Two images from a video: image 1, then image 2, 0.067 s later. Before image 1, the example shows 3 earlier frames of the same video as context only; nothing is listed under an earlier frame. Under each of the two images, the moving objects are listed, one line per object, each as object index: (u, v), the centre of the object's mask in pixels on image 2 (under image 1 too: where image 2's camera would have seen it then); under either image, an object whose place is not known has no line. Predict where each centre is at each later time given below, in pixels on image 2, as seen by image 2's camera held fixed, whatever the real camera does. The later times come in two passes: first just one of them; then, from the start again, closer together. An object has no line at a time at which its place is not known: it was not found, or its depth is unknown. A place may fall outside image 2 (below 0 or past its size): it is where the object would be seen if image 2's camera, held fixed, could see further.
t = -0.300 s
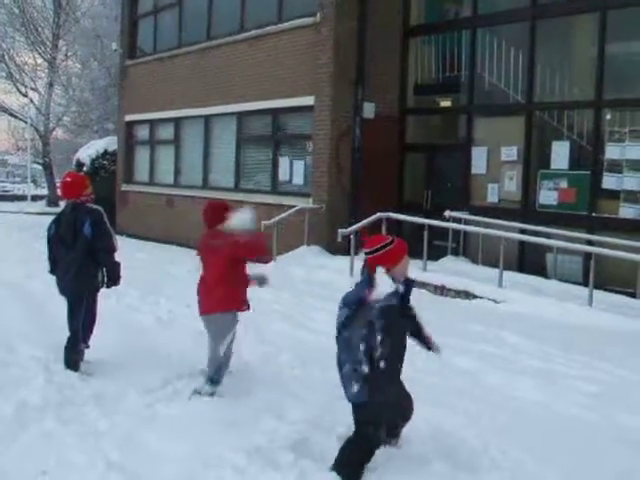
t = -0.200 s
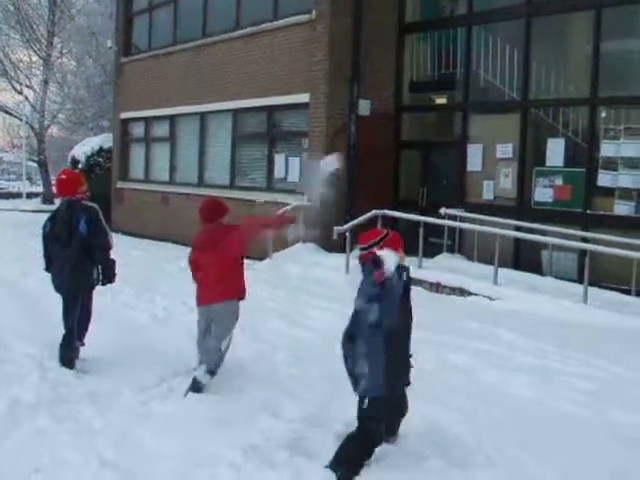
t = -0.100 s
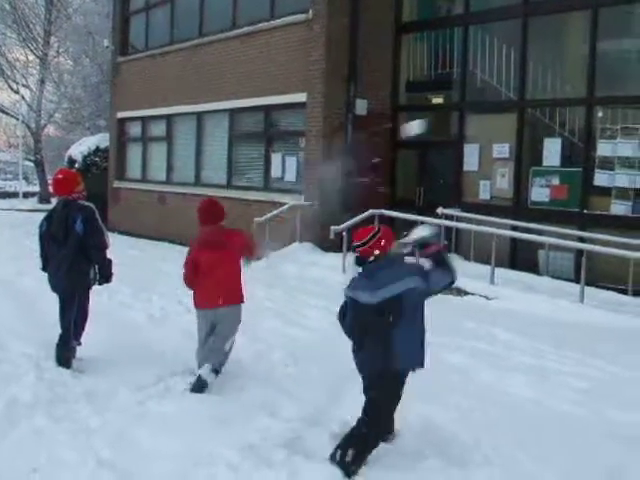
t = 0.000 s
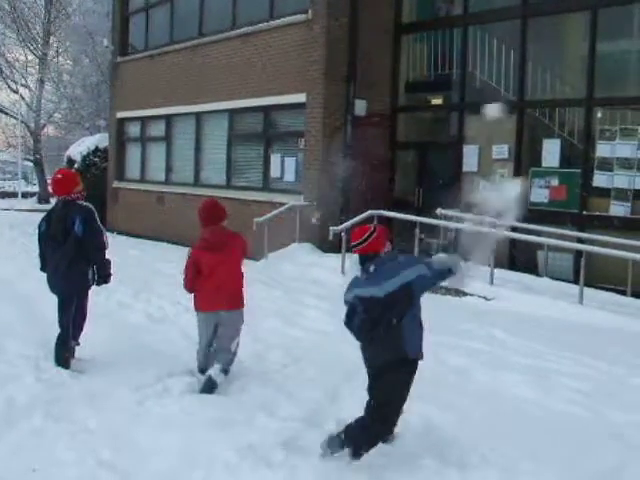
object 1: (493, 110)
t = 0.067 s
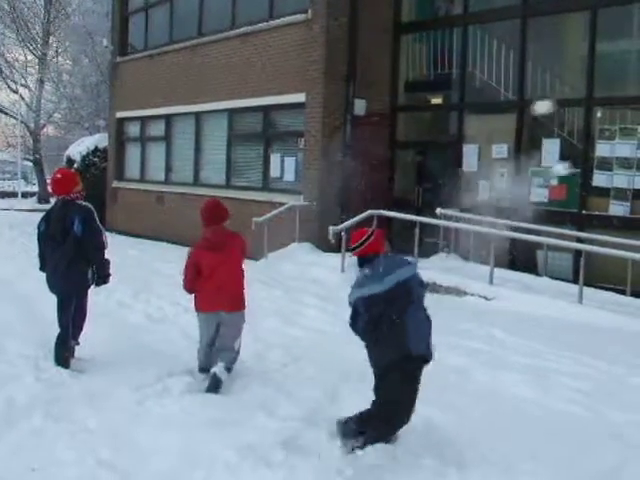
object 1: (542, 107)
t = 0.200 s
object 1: (632, 119)
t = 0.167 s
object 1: (612, 114)
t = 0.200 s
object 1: (632, 119)
